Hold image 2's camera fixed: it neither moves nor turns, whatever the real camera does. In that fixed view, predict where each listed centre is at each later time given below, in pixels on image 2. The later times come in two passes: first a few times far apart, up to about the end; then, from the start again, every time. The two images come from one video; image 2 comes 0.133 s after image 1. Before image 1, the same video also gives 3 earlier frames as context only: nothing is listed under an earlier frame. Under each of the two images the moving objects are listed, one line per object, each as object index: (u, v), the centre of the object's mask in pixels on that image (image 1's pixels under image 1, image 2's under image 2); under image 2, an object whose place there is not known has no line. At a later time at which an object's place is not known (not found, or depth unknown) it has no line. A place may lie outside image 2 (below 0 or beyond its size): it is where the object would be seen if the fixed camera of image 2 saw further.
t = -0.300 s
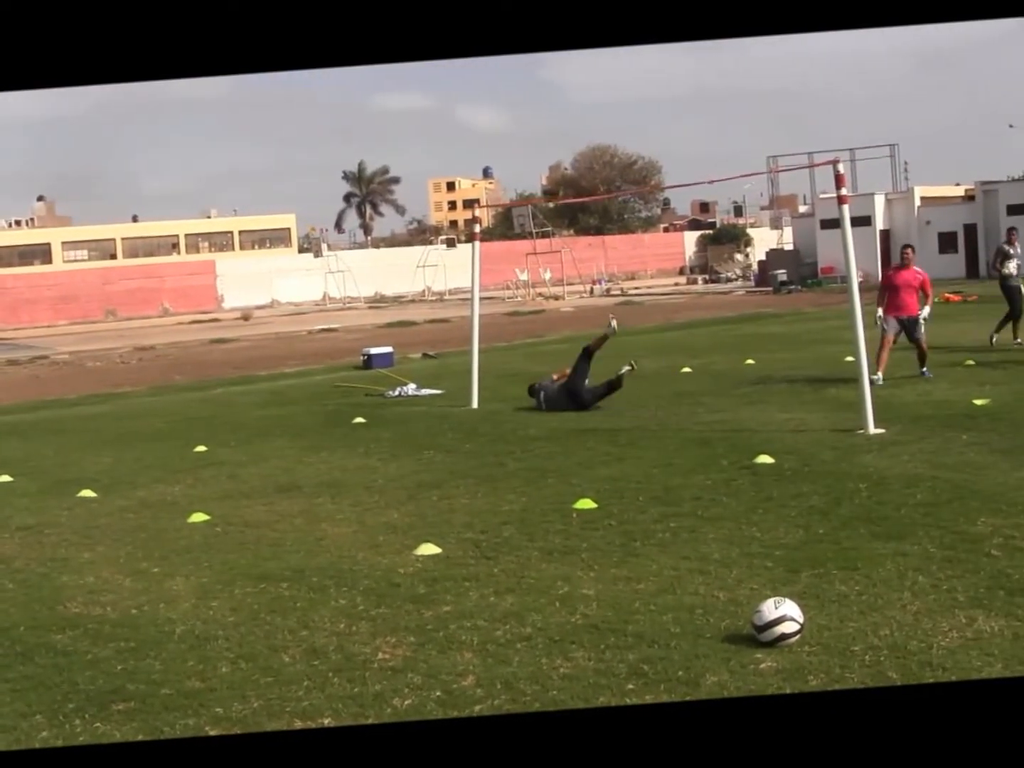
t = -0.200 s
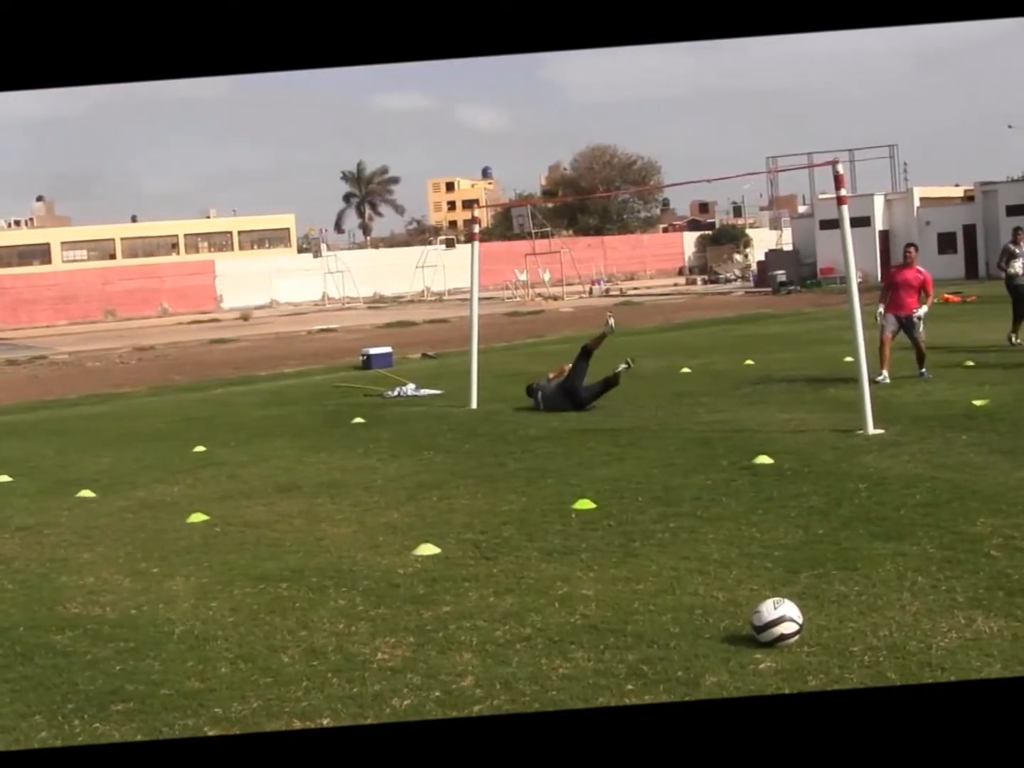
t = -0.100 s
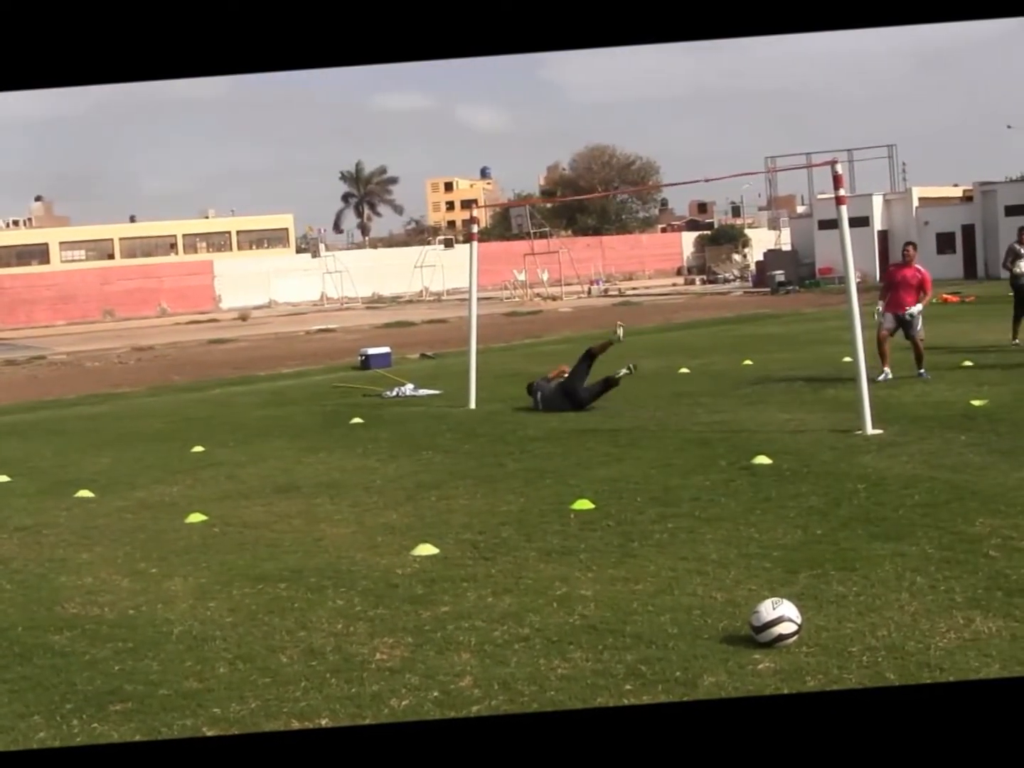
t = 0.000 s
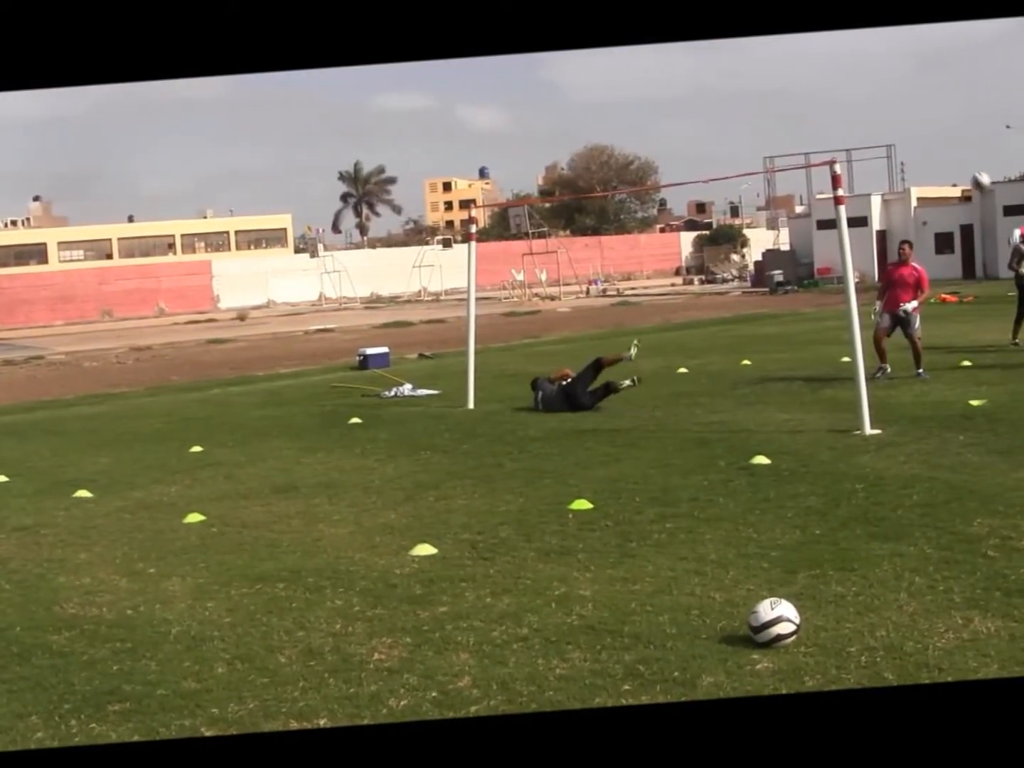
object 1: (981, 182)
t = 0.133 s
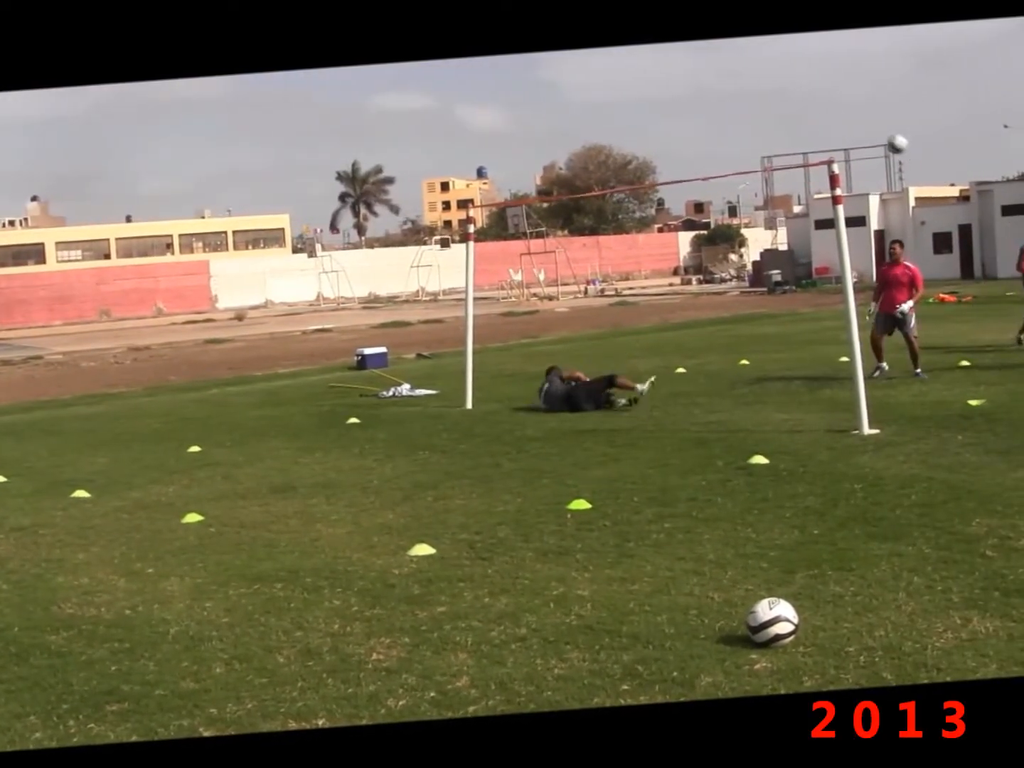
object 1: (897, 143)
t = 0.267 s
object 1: (808, 112)
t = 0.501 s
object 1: (627, 73)
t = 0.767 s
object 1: (369, 80)
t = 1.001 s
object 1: (90, 147)
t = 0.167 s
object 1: (876, 135)
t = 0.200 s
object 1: (853, 127)
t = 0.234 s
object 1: (831, 119)
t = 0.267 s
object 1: (808, 112)
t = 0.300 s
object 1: (784, 104)
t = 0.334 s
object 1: (760, 97)
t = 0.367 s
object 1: (735, 91)
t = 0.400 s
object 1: (709, 86)
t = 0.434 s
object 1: (682, 81)
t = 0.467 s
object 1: (655, 77)
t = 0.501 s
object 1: (627, 73)
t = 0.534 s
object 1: (598, 70)
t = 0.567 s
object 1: (568, 69)
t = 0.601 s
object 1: (538, 68)
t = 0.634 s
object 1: (506, 69)
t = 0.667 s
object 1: (473, 70)
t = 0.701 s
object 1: (440, 72)
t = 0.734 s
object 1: (404, 75)
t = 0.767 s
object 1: (369, 80)
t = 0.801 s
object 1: (333, 85)
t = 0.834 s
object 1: (295, 93)
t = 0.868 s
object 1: (255, 101)
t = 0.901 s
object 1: (215, 110)
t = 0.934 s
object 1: (174, 120)
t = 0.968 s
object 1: (133, 134)
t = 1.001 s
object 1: (90, 147)
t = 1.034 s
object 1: (46, 163)
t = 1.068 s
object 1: (1, 181)
